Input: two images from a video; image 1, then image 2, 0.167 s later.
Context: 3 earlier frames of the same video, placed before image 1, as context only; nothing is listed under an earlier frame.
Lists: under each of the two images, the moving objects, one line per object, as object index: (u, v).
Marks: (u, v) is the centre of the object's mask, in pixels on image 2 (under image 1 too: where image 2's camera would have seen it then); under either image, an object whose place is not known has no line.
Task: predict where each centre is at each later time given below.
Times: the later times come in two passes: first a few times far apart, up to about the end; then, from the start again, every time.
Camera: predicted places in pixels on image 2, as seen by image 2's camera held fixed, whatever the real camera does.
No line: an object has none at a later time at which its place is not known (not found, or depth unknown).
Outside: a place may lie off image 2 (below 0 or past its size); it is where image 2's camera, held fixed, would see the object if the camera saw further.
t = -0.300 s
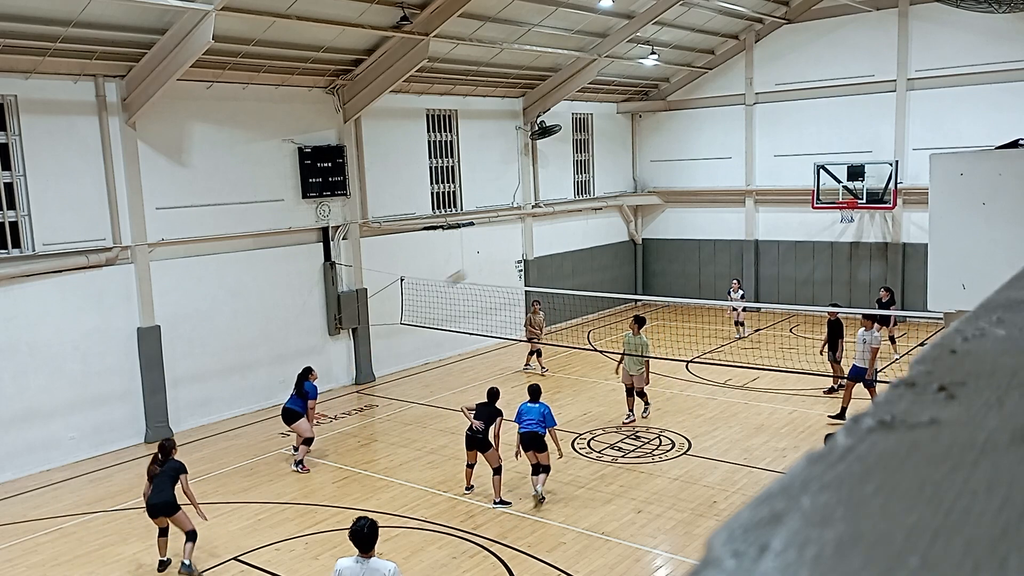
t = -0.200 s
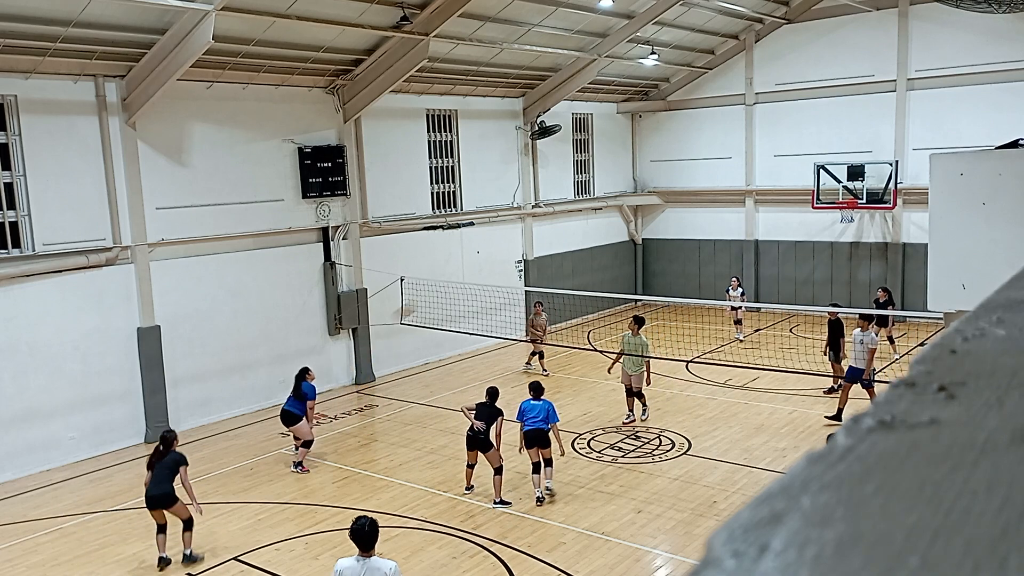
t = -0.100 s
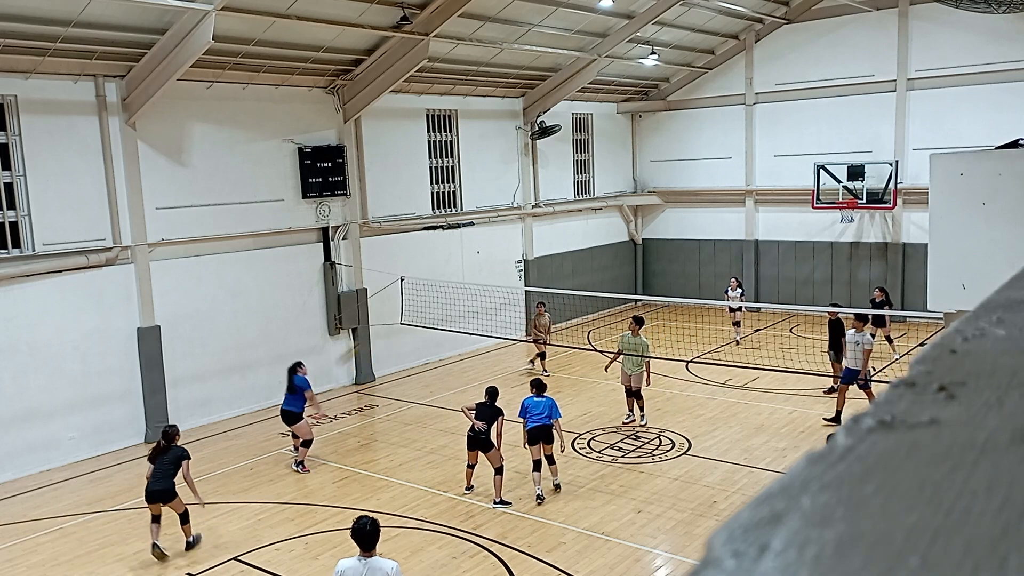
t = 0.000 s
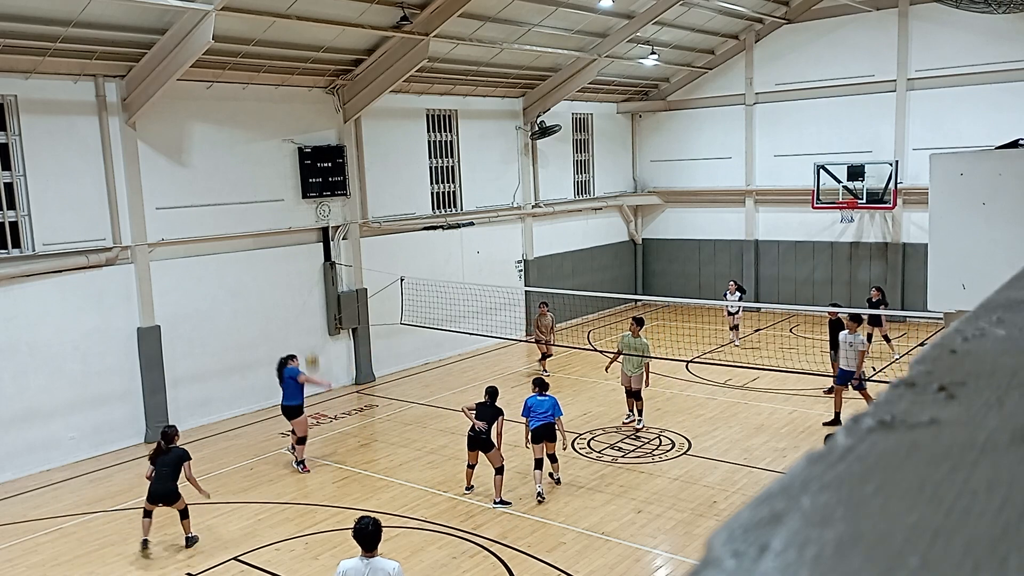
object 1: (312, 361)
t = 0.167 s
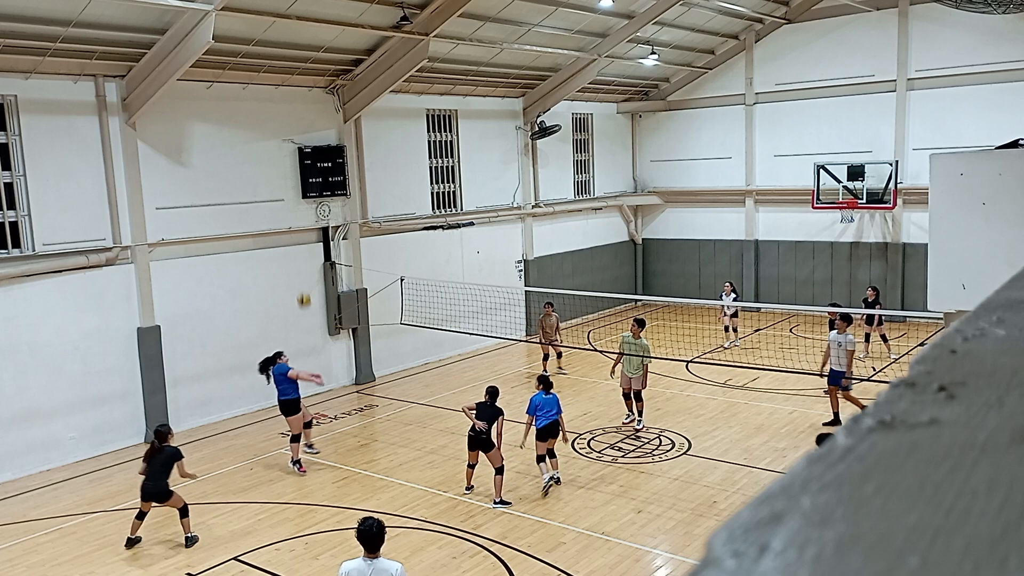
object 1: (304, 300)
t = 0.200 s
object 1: (302, 290)
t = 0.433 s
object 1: (294, 246)
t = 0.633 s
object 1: (289, 237)
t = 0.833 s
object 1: (286, 250)
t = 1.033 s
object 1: (285, 283)
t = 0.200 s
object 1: (302, 290)
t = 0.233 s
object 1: (301, 281)
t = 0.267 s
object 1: (299, 273)
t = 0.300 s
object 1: (298, 266)
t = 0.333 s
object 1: (297, 260)
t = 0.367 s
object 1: (296, 254)
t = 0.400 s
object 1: (295, 250)
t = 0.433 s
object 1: (294, 246)
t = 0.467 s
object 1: (293, 242)
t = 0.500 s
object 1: (292, 240)
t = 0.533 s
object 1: (291, 238)
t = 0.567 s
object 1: (290, 237)
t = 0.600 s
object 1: (290, 237)
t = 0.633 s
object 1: (289, 237)
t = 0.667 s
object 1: (288, 237)
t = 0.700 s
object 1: (288, 239)
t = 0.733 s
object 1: (287, 241)
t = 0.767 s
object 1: (287, 243)
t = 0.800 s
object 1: (286, 246)
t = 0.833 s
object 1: (286, 250)
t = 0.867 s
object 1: (286, 254)
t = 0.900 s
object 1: (286, 259)
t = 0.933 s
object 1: (286, 265)
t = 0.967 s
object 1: (285, 270)
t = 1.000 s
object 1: (286, 276)
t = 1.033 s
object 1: (285, 283)
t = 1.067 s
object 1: (290, 287)
